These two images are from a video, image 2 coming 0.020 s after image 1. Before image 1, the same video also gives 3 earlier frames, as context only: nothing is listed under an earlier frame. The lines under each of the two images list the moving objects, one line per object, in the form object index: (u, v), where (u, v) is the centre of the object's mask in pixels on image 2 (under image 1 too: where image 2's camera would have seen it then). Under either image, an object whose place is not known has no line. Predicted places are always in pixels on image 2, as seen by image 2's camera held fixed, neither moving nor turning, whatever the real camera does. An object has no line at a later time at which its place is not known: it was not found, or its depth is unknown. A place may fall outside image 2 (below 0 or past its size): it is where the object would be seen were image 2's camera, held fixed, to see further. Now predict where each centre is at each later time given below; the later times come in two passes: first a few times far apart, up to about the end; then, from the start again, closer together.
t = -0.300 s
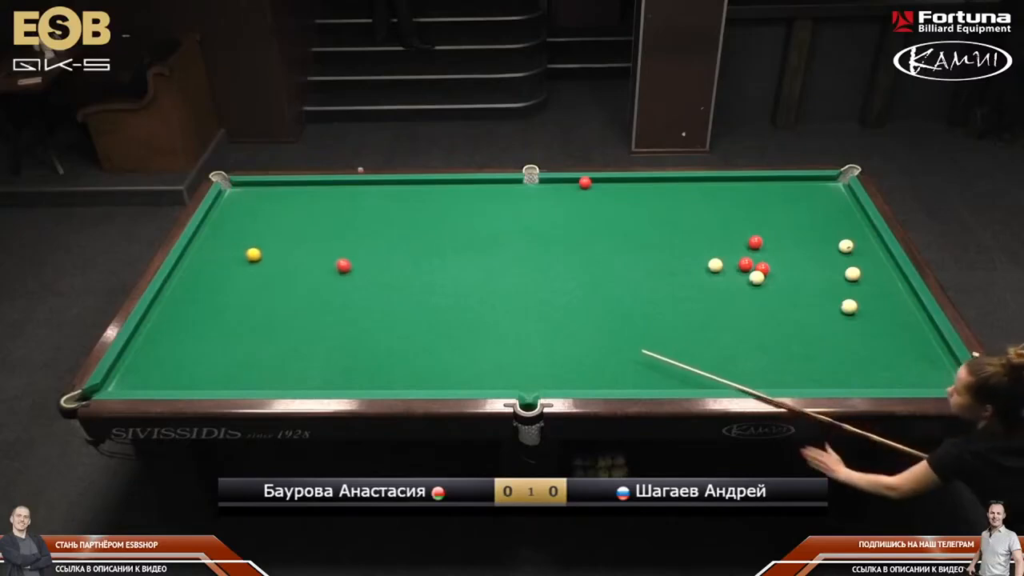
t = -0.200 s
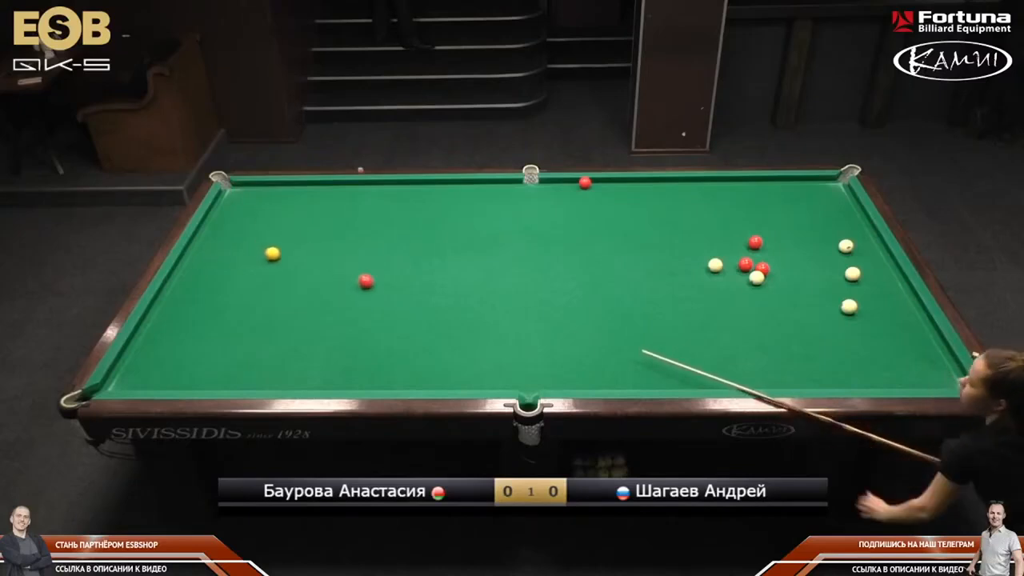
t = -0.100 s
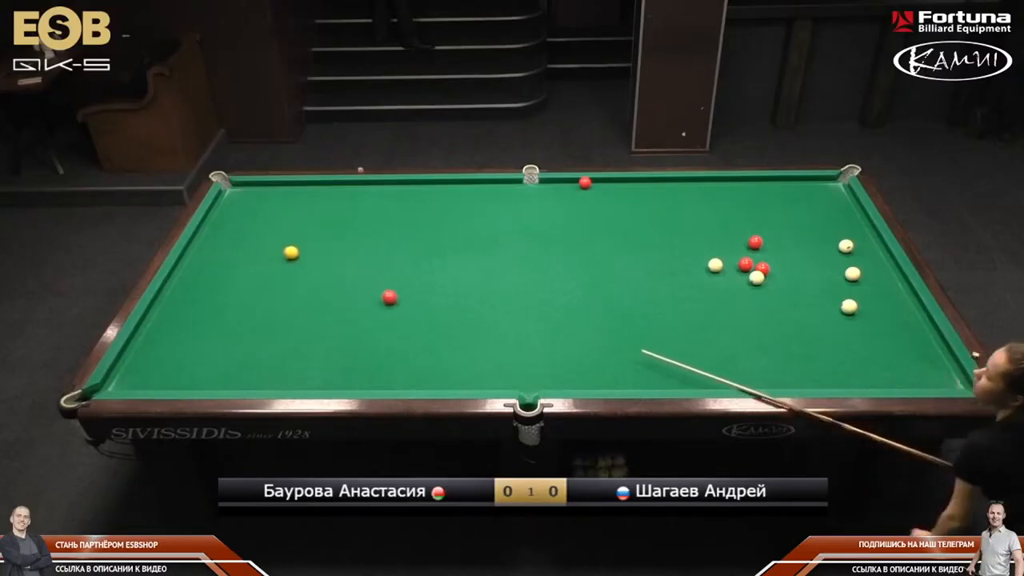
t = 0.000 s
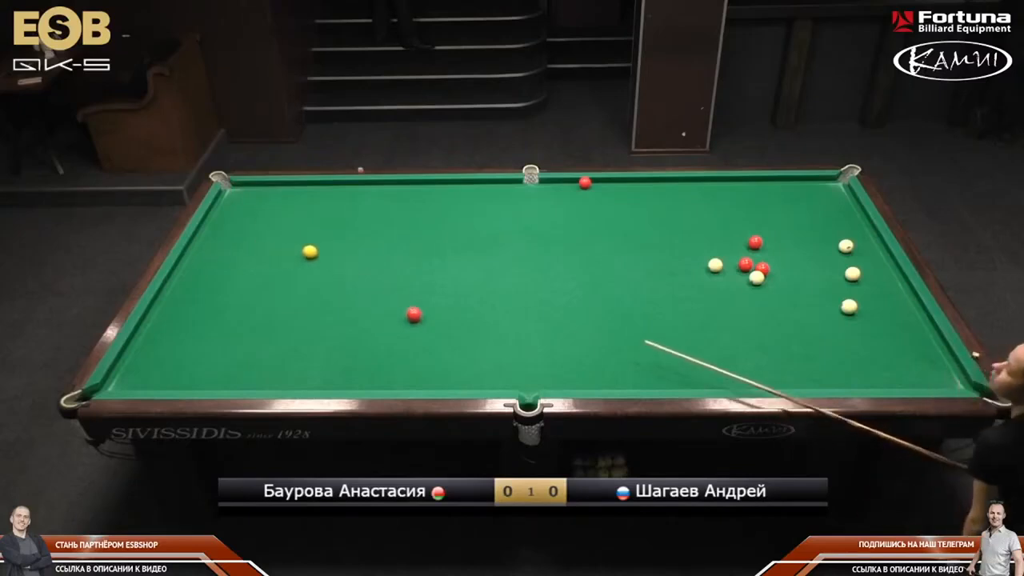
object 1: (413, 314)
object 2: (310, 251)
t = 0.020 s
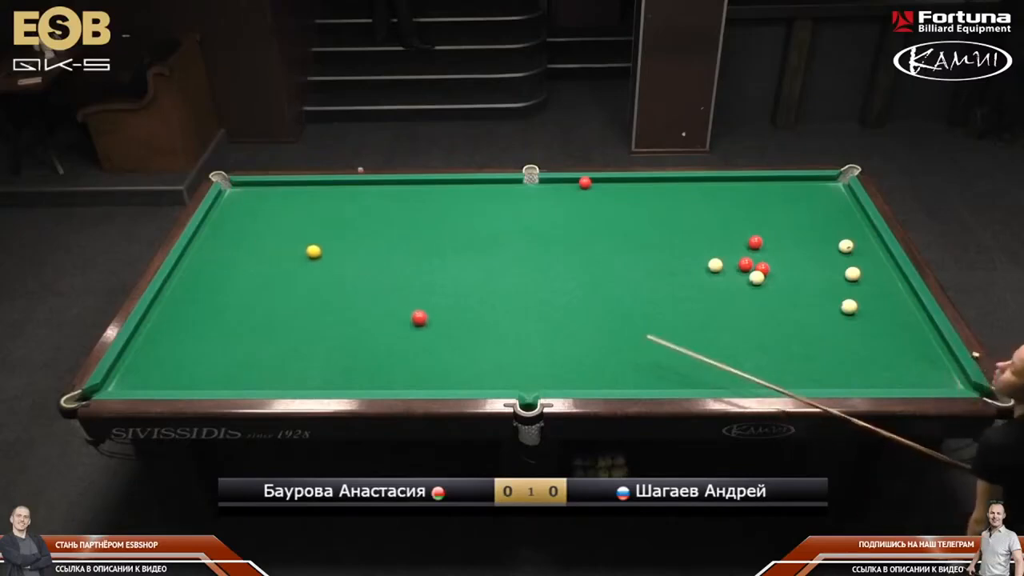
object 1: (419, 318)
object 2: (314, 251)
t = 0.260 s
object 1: (485, 363)
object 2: (357, 249)
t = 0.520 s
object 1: (516, 366)
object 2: (403, 247)
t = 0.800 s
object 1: (487, 318)
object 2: (452, 244)
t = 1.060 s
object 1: (466, 282)
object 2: (495, 242)
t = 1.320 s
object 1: (447, 251)
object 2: (537, 240)
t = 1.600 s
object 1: (430, 220)
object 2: (581, 237)
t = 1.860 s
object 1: (416, 196)
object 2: (620, 235)
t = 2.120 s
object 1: (401, 188)
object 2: (658, 233)
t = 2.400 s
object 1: (381, 203)
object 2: (698, 231)
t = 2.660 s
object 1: (363, 217)
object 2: (733, 230)
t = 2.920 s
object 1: (344, 231)
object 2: (768, 228)
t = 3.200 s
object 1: (324, 246)
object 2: (804, 226)
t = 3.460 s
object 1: (305, 260)
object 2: (836, 225)
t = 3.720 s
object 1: (285, 275)
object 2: (867, 223)
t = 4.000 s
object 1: (264, 291)
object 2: (848, 222)
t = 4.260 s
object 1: (245, 305)
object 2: (831, 222)
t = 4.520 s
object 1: (226, 320)
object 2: (815, 222)
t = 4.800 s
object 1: (205, 336)
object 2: (799, 221)
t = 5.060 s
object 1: (186, 351)
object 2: (785, 221)
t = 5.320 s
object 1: (166, 366)
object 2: (773, 220)
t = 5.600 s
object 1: (146, 381)
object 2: (761, 220)
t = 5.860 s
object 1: (138, 382)
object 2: (750, 220)
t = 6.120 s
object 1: (137, 376)
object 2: (741, 220)
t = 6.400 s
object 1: (136, 369)
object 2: (733, 220)
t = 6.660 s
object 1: (135, 364)
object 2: (726, 220)
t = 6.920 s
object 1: (135, 360)
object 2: (721, 220)
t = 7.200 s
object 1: (135, 356)
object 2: (716, 221)
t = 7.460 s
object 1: (135, 353)
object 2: (713, 221)
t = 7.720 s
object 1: (135, 351)
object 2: (711, 220)
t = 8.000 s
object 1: (135, 349)
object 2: (709, 220)
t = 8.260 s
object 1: (135, 348)
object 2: (709, 221)
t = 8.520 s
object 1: (135, 348)
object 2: (709, 221)
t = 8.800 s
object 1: (135, 348)
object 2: (709, 221)
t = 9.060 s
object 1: (135, 348)
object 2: (709, 221)
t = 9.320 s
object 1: (135, 348)
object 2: (709, 221)
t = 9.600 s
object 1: (135, 348)
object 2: (709, 221)
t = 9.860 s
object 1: (135, 348)
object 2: (709, 221)
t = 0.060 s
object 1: (429, 325)
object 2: (321, 251)
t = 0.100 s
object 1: (440, 332)
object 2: (328, 250)
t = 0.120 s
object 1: (445, 336)
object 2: (332, 250)
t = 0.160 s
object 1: (456, 343)
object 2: (339, 250)
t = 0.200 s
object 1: (467, 351)
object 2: (346, 249)
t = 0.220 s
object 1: (473, 355)
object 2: (350, 249)
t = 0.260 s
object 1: (485, 363)
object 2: (357, 249)
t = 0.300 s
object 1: (496, 371)
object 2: (364, 249)
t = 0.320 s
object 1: (503, 375)
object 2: (368, 248)
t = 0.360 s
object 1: (515, 382)
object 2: (375, 248)
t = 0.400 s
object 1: (529, 389)
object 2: (382, 248)
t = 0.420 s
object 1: (532, 388)
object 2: (386, 247)
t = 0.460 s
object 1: (526, 379)
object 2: (393, 247)
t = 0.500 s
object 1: (519, 370)
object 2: (400, 247)
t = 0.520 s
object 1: (516, 366)
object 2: (403, 247)
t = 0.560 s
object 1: (511, 357)
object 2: (410, 246)
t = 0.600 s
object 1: (506, 350)
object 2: (417, 246)
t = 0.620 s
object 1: (504, 346)
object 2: (421, 246)
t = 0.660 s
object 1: (500, 340)
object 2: (428, 245)
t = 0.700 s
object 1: (496, 333)
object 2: (434, 245)
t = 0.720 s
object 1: (494, 330)
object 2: (438, 245)
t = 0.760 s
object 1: (491, 324)
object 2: (445, 244)
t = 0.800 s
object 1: (487, 318)
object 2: (452, 244)
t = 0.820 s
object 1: (486, 315)
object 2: (455, 244)
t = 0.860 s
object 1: (482, 309)
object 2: (462, 243)
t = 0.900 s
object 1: (479, 304)
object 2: (468, 243)
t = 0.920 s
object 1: (477, 301)
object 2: (472, 243)
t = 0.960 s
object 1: (474, 295)
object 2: (478, 243)
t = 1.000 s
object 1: (471, 290)
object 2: (485, 243)
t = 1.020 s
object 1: (469, 287)
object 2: (488, 242)
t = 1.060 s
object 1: (466, 282)
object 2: (495, 242)
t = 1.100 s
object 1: (463, 277)
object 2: (502, 241)
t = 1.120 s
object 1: (461, 274)
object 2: (505, 241)
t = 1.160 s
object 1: (458, 269)
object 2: (511, 241)
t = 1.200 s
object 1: (456, 264)
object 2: (518, 241)
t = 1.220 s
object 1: (454, 262)
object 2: (521, 241)
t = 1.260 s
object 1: (451, 257)
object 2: (528, 240)
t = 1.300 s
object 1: (448, 253)
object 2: (534, 240)
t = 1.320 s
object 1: (447, 251)
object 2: (537, 240)
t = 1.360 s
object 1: (445, 246)
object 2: (543, 239)
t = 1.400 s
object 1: (442, 242)
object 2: (550, 239)
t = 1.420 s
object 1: (440, 239)
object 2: (553, 239)
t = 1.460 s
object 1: (438, 235)
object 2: (559, 238)
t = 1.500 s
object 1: (435, 231)
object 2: (565, 238)
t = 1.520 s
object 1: (434, 229)
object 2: (569, 238)
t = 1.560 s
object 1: (432, 224)
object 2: (575, 237)
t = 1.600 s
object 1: (430, 220)
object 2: (581, 237)
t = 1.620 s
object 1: (428, 219)
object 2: (584, 237)
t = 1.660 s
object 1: (426, 215)
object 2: (590, 237)
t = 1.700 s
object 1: (424, 211)
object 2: (596, 237)
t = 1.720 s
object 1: (423, 209)
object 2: (599, 236)
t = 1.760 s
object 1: (420, 205)
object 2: (606, 236)
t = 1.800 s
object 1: (418, 201)
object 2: (611, 236)
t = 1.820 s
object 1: (417, 199)
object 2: (614, 236)
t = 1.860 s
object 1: (416, 196)
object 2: (620, 235)
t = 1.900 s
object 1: (413, 193)
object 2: (626, 235)
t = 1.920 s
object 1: (413, 191)
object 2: (629, 235)
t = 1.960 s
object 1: (410, 187)
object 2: (635, 235)
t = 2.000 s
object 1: (408, 184)
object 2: (641, 234)
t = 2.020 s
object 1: (407, 183)
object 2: (644, 235)
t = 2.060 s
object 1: (404, 185)
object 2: (650, 234)
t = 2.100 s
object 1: (402, 187)
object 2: (655, 234)
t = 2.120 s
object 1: (401, 188)
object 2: (658, 233)
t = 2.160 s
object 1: (397, 191)
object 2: (664, 233)
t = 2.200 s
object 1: (395, 193)
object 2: (670, 233)
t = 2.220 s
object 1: (393, 194)
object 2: (673, 233)
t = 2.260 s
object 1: (391, 196)
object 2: (679, 232)
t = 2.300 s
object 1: (388, 198)
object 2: (684, 232)
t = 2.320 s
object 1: (386, 199)
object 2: (687, 232)
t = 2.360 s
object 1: (384, 201)
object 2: (693, 232)
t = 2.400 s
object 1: (381, 203)
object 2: (698, 231)
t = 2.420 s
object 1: (379, 204)
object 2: (701, 231)
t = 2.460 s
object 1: (377, 206)
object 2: (706, 231)
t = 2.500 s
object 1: (374, 208)
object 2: (712, 230)
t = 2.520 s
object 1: (373, 209)
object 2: (715, 231)
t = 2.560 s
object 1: (370, 211)
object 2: (720, 230)
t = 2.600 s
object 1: (367, 213)
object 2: (725, 230)
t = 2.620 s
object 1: (365, 215)
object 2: (728, 230)
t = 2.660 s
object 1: (363, 217)
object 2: (733, 230)
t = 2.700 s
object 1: (360, 219)
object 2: (739, 229)
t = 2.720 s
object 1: (358, 220)
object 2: (742, 229)
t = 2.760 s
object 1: (356, 222)
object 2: (747, 229)
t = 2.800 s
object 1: (353, 224)
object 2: (753, 228)
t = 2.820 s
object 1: (351, 225)
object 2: (755, 228)
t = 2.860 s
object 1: (348, 227)
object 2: (760, 228)
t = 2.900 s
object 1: (345, 229)
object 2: (765, 228)
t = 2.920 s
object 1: (344, 231)
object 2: (768, 228)
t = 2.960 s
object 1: (341, 233)
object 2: (773, 228)
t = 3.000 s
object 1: (338, 235)
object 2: (779, 228)
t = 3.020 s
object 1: (337, 236)
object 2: (781, 228)
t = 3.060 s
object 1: (334, 238)
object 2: (786, 227)
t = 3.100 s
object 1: (331, 240)
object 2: (791, 227)
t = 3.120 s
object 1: (329, 242)
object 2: (794, 227)
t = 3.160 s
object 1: (326, 244)
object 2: (799, 227)
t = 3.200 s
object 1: (324, 246)
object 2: (804, 226)
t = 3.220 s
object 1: (322, 247)
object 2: (806, 226)
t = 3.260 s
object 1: (319, 249)
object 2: (811, 226)
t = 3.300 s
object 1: (316, 251)
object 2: (816, 226)
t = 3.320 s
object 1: (315, 252)
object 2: (819, 225)
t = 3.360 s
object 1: (312, 255)
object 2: (823, 225)
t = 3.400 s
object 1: (309, 257)
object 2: (828, 225)
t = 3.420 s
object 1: (307, 258)
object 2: (831, 225)
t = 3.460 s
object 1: (305, 260)
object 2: (836, 225)
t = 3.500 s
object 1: (301, 262)
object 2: (840, 224)
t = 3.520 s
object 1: (300, 263)
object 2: (843, 224)
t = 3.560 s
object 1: (297, 266)
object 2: (848, 224)
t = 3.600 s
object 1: (294, 268)
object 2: (852, 224)
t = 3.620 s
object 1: (293, 269)
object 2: (855, 224)
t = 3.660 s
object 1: (290, 271)
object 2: (860, 224)
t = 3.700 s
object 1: (287, 274)
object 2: (864, 223)
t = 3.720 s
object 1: (285, 275)
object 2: (867, 223)
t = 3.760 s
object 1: (282, 277)
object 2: (865, 223)
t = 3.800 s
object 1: (279, 279)
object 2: (862, 223)
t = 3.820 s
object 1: (278, 280)
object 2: (861, 223)
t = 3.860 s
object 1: (275, 283)
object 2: (858, 223)
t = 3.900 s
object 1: (272, 285)
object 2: (855, 223)
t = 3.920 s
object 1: (270, 286)
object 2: (854, 223)
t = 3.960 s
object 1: (267, 289)
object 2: (851, 222)
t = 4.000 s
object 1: (264, 291)
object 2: (848, 222)
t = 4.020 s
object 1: (263, 292)
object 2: (847, 222)
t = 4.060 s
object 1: (260, 294)
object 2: (844, 222)
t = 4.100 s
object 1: (257, 296)
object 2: (841, 222)
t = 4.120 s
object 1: (255, 298)
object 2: (840, 222)
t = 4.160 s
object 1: (253, 300)
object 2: (837, 222)
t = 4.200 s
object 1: (250, 302)
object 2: (835, 222)
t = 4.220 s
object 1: (248, 303)
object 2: (834, 222)
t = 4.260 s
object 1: (245, 305)
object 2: (831, 222)
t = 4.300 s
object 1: (242, 308)
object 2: (828, 222)
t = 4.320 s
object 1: (241, 309)
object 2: (827, 222)
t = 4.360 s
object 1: (238, 311)
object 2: (825, 221)
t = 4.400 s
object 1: (235, 313)
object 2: (822, 222)
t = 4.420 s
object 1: (233, 315)
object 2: (821, 222)
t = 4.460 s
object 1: (230, 317)
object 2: (819, 222)
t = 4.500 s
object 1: (227, 319)
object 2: (816, 222)
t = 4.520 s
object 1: (226, 320)
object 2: (815, 222)
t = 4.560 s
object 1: (223, 323)
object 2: (812, 221)
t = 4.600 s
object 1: (220, 325)
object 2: (810, 221)
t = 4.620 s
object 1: (218, 326)
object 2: (809, 221)
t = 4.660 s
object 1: (215, 328)
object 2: (807, 221)
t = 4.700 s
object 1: (213, 331)
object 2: (804, 221)
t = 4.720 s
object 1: (211, 332)
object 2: (803, 221)
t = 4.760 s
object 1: (208, 334)
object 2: (801, 221)
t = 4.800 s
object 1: (205, 336)
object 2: (799, 221)
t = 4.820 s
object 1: (203, 337)
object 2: (798, 221)
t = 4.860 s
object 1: (201, 340)
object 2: (796, 221)
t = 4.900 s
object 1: (198, 342)
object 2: (793, 221)
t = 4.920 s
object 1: (196, 343)
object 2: (792, 221)
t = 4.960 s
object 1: (193, 345)
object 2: (790, 221)
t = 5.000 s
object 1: (190, 348)
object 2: (788, 221)
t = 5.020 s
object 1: (189, 349)
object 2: (787, 221)
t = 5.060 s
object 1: (186, 351)
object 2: (785, 221)
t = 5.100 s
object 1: (183, 354)
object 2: (783, 220)
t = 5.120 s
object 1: (181, 355)
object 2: (783, 220)
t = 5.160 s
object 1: (178, 357)
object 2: (780, 220)
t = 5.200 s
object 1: (175, 360)
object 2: (779, 220)
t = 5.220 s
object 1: (174, 361)
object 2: (778, 220)
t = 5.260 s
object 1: (171, 363)
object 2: (775, 220)
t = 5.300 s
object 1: (168, 365)
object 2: (774, 220)
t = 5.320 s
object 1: (166, 366)
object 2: (773, 220)
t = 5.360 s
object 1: (164, 369)
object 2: (771, 220)
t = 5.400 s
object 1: (161, 371)
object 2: (769, 220)
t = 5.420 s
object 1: (159, 372)
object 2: (768, 220)
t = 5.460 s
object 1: (156, 374)
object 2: (767, 220)
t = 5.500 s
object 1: (153, 377)
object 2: (765, 220)
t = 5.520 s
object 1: (152, 378)
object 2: (764, 220)
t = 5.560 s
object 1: (149, 380)
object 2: (762, 220)
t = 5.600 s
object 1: (146, 381)
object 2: (761, 220)
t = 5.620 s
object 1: (145, 382)
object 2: (760, 220)
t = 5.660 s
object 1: (142, 383)
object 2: (758, 220)
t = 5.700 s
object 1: (139, 384)
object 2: (756, 220)
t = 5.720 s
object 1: (139, 384)
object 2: (756, 220)
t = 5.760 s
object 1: (139, 384)
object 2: (754, 220)
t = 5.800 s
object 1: (138, 383)
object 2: (753, 220)
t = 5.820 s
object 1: (138, 383)
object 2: (752, 220)
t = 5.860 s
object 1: (138, 382)
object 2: (750, 220)
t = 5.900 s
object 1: (138, 381)
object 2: (749, 220)
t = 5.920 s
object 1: (138, 381)
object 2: (748, 220)
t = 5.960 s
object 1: (138, 380)
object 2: (747, 220)
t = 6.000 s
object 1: (137, 379)
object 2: (745, 220)
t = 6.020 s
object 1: (137, 379)
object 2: (744, 220)
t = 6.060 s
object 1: (137, 378)
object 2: (743, 220)
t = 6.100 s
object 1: (137, 377)
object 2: (742, 220)
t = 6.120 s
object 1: (137, 376)
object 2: (741, 220)
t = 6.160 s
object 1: (137, 375)
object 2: (740, 220)
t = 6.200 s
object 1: (137, 374)
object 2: (739, 220)
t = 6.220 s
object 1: (137, 374)
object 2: (738, 220)
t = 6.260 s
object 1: (137, 372)
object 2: (737, 220)
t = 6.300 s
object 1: (136, 372)
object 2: (736, 220)
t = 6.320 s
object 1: (136, 371)
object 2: (735, 220)
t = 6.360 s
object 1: (137, 370)
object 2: (734, 220)
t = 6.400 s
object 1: (136, 369)
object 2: (733, 220)
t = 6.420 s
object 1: (136, 369)
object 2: (732, 220)
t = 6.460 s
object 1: (136, 368)
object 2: (731, 220)
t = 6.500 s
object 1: (136, 367)
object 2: (730, 220)
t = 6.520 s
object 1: (136, 367)
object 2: (730, 220)
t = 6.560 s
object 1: (136, 366)
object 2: (729, 220)
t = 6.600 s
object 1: (136, 365)
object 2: (728, 220)
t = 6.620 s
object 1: (136, 365)
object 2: (727, 220)
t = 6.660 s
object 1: (135, 364)
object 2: (726, 220)
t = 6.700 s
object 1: (135, 363)
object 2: (725, 220)
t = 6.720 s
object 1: (135, 363)
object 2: (725, 220)
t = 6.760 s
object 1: (135, 362)
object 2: (724, 220)
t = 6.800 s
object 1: (135, 362)
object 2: (723, 220)
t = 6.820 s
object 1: (135, 361)
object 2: (723, 220)
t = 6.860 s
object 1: (135, 361)
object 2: (722, 221)
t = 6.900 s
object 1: (135, 360)
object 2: (721, 220)
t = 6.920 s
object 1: (135, 360)
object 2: (721, 220)
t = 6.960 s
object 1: (135, 359)
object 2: (720, 220)
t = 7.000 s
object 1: (135, 358)
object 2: (720, 220)
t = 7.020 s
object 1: (135, 358)
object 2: (719, 221)
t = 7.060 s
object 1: (135, 358)
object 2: (719, 220)
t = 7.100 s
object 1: (135, 357)
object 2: (718, 221)
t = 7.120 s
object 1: (135, 357)
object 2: (717, 221)
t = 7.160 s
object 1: (135, 356)
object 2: (717, 221)
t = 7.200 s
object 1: (135, 356)
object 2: (716, 221)
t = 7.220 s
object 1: (135, 355)
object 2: (716, 221)
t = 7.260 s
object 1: (135, 355)
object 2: (715, 221)
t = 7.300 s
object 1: (135, 355)
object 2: (715, 221)
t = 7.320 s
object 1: (135, 354)
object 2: (714, 221)
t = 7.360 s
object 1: (135, 354)
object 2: (714, 221)
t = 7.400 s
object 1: (135, 353)
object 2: (713, 221)
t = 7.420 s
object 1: (135, 353)
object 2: (713, 221)
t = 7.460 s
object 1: (135, 353)
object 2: (713, 221)
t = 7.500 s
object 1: (135, 352)
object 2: (712, 221)
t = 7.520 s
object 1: (135, 352)
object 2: (712, 221)
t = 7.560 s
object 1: (135, 352)
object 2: (712, 221)
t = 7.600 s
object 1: (135, 352)
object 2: (711, 221)
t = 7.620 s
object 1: (135, 351)
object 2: (711, 221)
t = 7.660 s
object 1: (135, 351)
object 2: (711, 220)
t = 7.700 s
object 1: (135, 351)
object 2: (711, 221)
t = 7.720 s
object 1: (135, 351)
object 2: (711, 220)
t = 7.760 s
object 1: (135, 350)
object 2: (710, 220)
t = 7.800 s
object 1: (135, 350)
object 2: (710, 221)
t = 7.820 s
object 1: (135, 350)
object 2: (710, 220)
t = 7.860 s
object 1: (135, 349)
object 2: (710, 220)
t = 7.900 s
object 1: (135, 349)
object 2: (710, 220)
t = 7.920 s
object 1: (135, 349)
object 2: (709, 220)
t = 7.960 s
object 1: (135, 349)
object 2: (709, 220)
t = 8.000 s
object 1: (135, 349)
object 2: (709, 220)
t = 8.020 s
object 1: (135, 349)
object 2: (709, 220)
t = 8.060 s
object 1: (135, 349)
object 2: (709, 220)
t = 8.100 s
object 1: (135, 349)
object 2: (709, 220)
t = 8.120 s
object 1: (135, 349)
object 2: (709, 220)
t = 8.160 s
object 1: (135, 349)
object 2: (709, 220)
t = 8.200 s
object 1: (135, 349)
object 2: (709, 221)
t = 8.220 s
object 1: (135, 349)
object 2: (709, 221)
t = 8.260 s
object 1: (135, 348)
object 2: (709, 221)
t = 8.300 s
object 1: (135, 348)
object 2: (709, 221)
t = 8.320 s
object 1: (135, 348)
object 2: (709, 221)
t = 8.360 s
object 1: (135, 348)
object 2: (709, 220)
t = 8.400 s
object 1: (135, 348)
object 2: (709, 221)
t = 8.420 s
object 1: (135, 348)
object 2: (709, 221)
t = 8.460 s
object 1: (135, 348)
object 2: (709, 221)
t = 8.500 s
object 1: (135, 348)
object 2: (709, 221)
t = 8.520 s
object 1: (135, 348)
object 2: (709, 221)
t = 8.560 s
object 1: (135, 348)
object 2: (709, 221)
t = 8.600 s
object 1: (135, 348)
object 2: (709, 221)
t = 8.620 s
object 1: (135, 348)
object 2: (709, 220)
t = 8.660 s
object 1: (135, 348)
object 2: (709, 220)
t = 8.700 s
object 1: (135, 348)
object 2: (709, 221)
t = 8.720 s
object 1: (135, 348)
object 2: (709, 221)
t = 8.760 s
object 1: (135, 348)
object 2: (709, 221)
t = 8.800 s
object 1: (135, 348)
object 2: (709, 221)
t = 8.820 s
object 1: (135, 348)
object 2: (709, 221)
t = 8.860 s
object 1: (135, 348)
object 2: (709, 221)
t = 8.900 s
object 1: (135, 348)
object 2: (709, 221)
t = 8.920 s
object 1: (135, 348)
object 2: (709, 220)
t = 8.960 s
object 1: (135, 348)
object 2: (709, 220)
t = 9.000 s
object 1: (135, 348)
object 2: (709, 221)
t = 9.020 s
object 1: (135, 348)
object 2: (709, 220)
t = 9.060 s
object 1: (135, 348)
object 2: (709, 221)
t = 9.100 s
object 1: (135, 348)
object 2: (709, 221)
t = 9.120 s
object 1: (135, 348)
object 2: (709, 221)
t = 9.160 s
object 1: (135, 348)
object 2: (709, 221)
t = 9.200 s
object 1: (135, 348)
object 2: (709, 221)
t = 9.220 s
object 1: (135, 348)
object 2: (709, 221)
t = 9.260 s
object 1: (135, 348)
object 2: (709, 221)
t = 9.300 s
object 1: (135, 348)
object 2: (709, 221)
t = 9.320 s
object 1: (135, 348)
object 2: (709, 221)
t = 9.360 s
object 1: (135, 348)
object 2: (709, 221)
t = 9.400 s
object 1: (135, 348)
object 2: (709, 221)
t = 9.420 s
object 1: (135, 348)
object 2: (709, 221)
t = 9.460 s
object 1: (135, 348)
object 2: (709, 221)
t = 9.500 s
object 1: (135, 348)
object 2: (709, 221)
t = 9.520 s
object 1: (135, 348)
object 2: (709, 221)
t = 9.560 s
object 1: (135, 348)
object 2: (709, 221)
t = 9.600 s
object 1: (135, 348)
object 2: (709, 221)
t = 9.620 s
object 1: (135, 348)
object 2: (709, 221)
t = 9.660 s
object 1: (135, 348)
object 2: (709, 221)
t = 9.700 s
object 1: (135, 348)
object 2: (709, 220)
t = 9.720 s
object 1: (135, 348)
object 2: (709, 220)
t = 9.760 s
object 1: (135, 348)
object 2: (709, 220)
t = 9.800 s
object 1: (135, 348)
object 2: (709, 220)
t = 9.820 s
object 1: (135, 348)
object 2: (709, 220)
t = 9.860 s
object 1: (135, 348)
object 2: (709, 221)
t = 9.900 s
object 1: (135, 348)
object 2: (709, 221)
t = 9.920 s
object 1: (135, 348)
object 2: (709, 221)
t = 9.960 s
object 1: (135, 348)
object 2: (709, 221)
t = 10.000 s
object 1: (135, 348)
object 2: (709, 221)
